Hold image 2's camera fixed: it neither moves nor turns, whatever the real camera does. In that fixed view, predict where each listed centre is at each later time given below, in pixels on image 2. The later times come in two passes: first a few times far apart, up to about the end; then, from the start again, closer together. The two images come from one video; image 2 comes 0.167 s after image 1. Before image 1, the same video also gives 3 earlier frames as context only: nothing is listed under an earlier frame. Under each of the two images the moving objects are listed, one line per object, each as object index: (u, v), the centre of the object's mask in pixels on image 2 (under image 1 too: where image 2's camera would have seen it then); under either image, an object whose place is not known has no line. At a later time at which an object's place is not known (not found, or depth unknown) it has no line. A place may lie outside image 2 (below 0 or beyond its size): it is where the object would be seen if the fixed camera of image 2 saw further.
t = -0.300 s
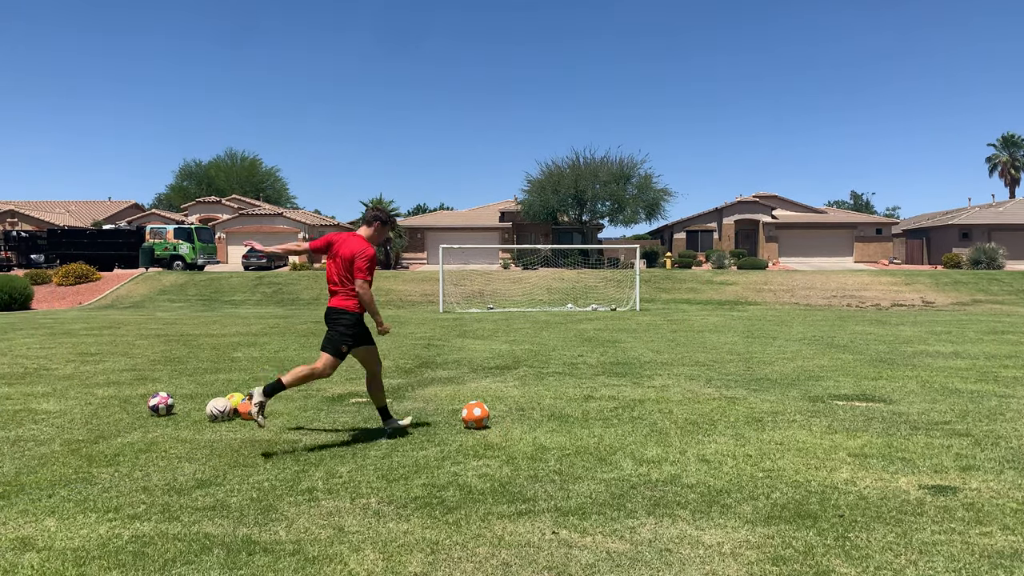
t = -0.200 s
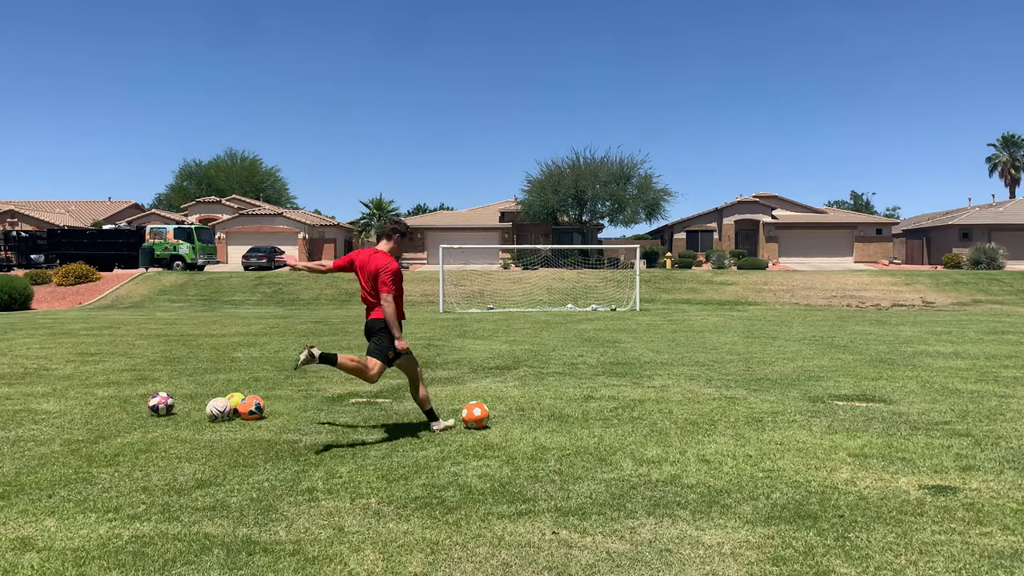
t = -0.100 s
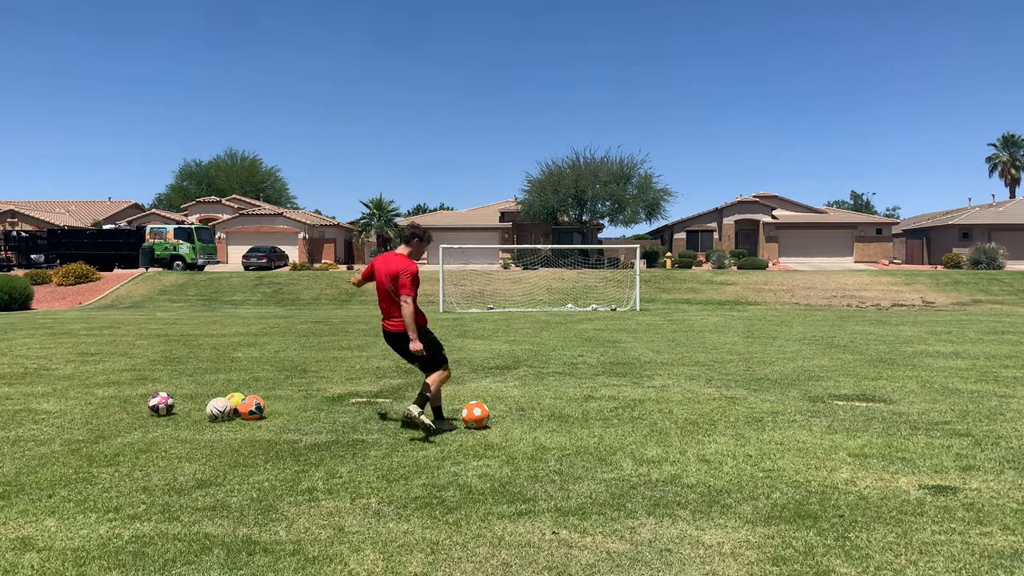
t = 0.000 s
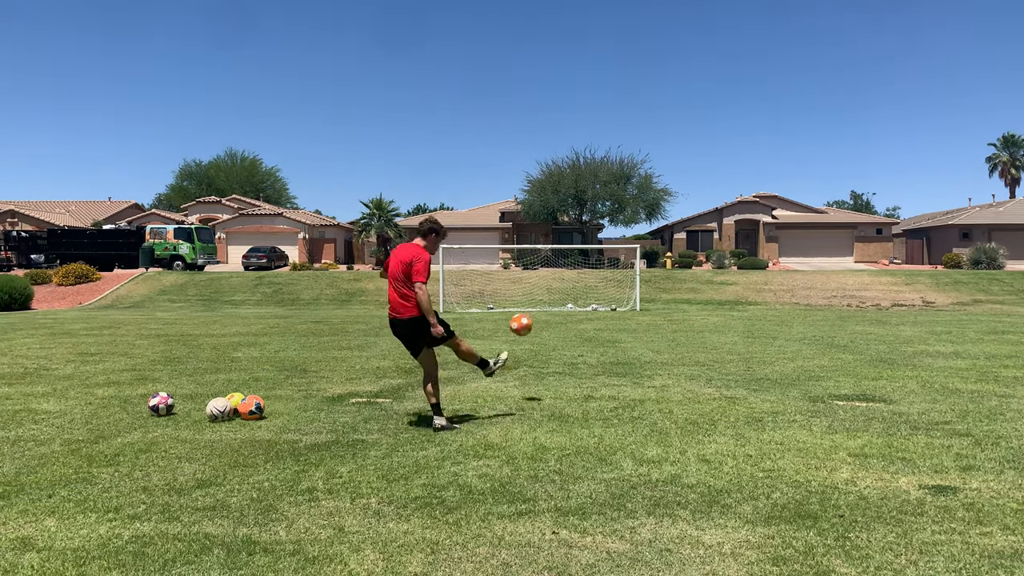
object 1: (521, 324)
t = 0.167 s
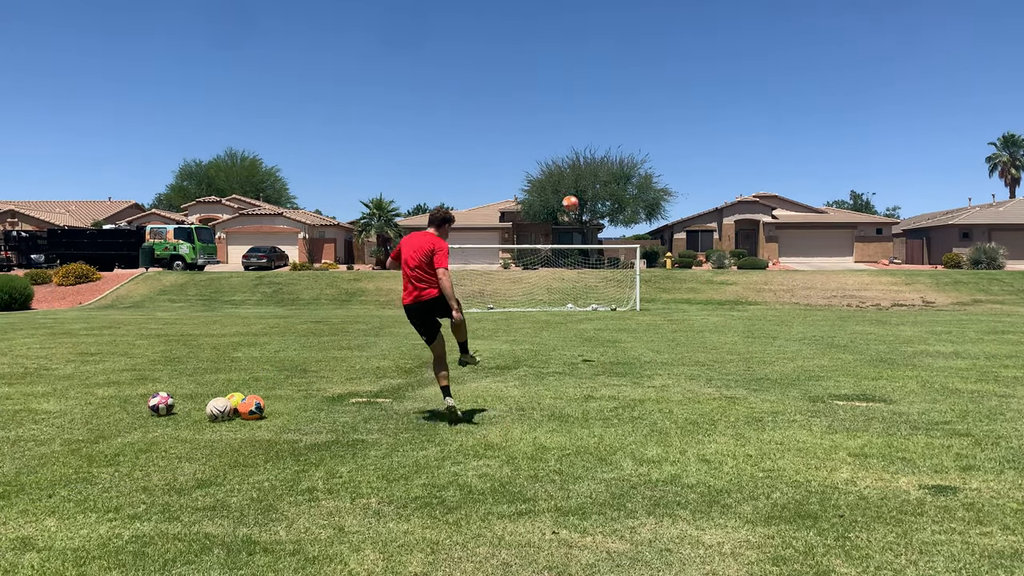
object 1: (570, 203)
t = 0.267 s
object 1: (579, 166)
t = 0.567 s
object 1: (573, 124)
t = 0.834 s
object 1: (553, 129)
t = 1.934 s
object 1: (493, 298)
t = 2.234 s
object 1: (500, 304)
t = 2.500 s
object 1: (508, 308)
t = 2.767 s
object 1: (514, 310)
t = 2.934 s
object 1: (519, 310)
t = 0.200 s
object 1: (574, 190)
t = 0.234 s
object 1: (578, 177)
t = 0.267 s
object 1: (579, 166)
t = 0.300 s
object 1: (580, 159)
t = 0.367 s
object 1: (581, 145)
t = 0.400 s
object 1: (581, 139)
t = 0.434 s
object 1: (580, 135)
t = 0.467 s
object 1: (578, 131)
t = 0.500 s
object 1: (577, 128)
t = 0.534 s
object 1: (575, 126)
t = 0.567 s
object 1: (573, 124)
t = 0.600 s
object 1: (571, 123)
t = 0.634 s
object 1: (568, 123)
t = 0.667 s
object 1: (566, 123)
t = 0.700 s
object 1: (564, 123)
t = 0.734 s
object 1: (561, 124)
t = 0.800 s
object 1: (556, 127)
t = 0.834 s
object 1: (553, 129)
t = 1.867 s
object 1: (493, 291)
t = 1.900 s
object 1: (493, 295)
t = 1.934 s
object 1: (493, 298)
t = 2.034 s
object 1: (494, 306)
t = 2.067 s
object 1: (495, 307)
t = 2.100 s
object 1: (495, 306)
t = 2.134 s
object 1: (499, 305)
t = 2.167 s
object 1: (498, 305)
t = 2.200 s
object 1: (500, 304)
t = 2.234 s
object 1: (500, 304)
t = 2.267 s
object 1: (501, 304)
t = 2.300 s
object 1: (501, 305)
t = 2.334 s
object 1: (502, 305)
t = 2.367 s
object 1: (503, 306)
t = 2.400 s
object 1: (505, 308)
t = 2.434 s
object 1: (506, 308)
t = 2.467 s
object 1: (507, 308)
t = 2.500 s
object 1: (508, 308)
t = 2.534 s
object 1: (508, 308)
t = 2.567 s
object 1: (509, 308)
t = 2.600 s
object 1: (511, 309)
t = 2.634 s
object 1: (511, 309)
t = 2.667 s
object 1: (512, 309)
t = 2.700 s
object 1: (512, 309)
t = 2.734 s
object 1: (513, 310)
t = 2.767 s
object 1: (514, 310)
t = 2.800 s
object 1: (515, 310)
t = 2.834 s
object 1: (516, 310)
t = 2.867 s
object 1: (517, 310)
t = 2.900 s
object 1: (518, 310)
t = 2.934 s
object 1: (519, 310)
